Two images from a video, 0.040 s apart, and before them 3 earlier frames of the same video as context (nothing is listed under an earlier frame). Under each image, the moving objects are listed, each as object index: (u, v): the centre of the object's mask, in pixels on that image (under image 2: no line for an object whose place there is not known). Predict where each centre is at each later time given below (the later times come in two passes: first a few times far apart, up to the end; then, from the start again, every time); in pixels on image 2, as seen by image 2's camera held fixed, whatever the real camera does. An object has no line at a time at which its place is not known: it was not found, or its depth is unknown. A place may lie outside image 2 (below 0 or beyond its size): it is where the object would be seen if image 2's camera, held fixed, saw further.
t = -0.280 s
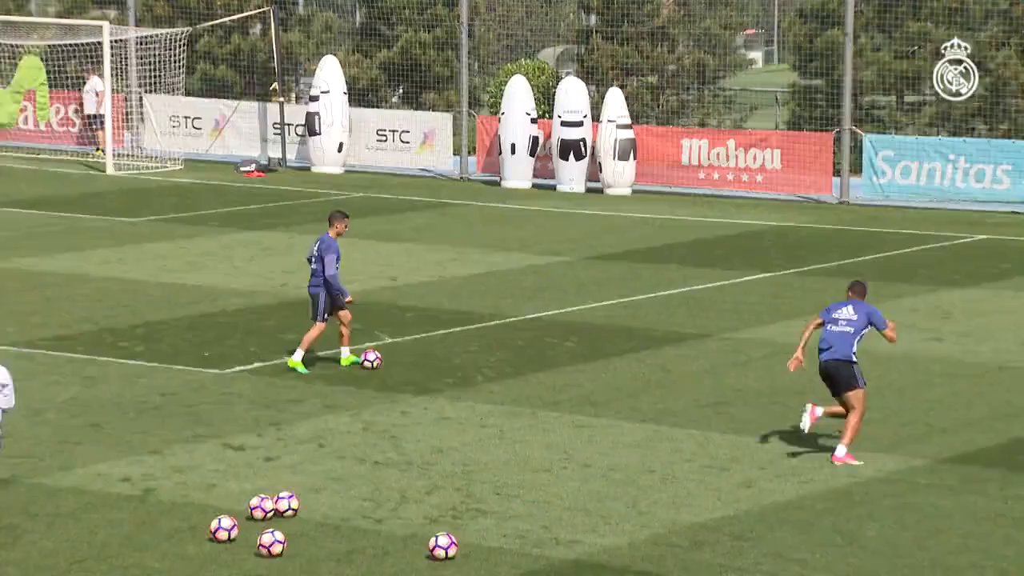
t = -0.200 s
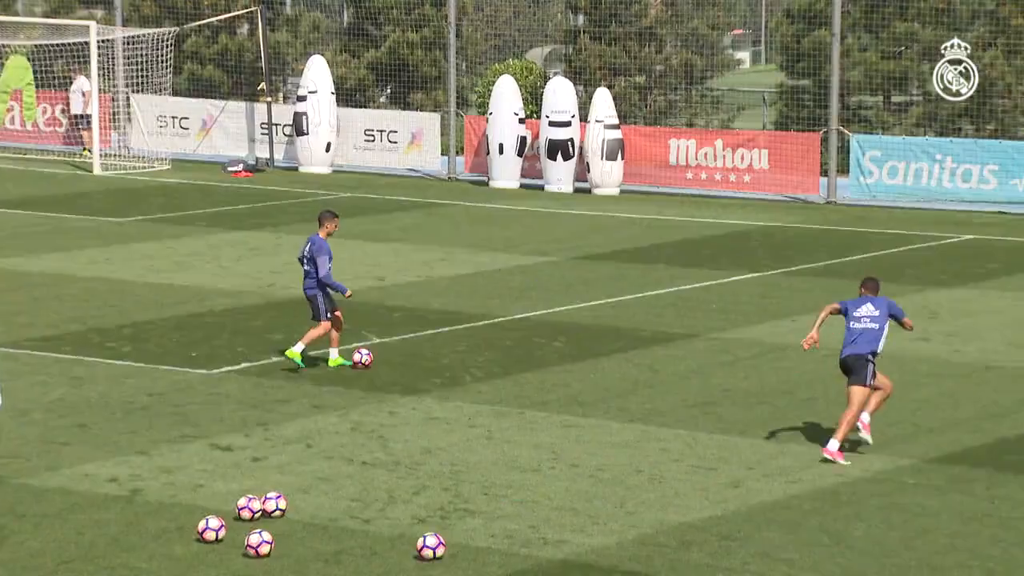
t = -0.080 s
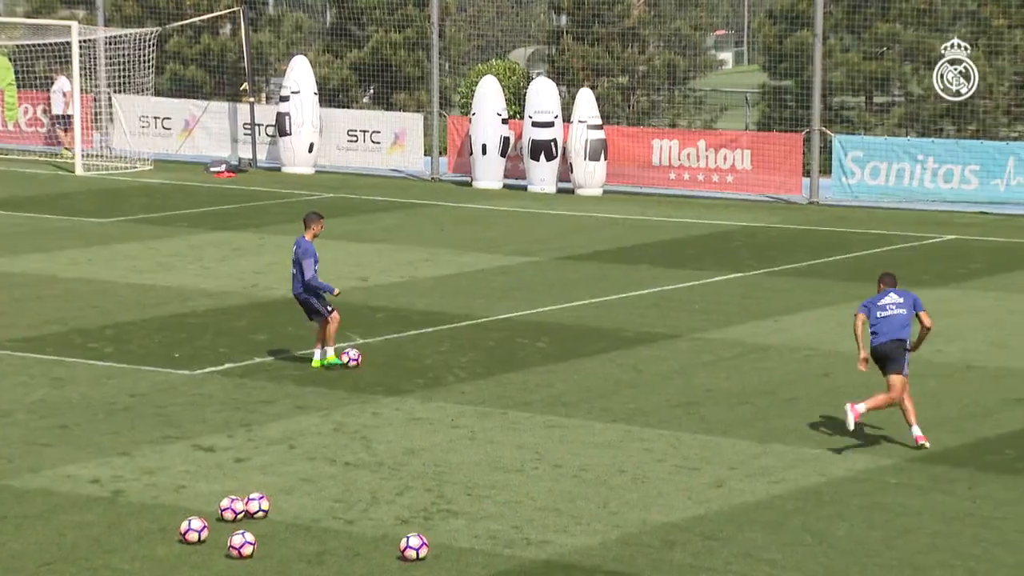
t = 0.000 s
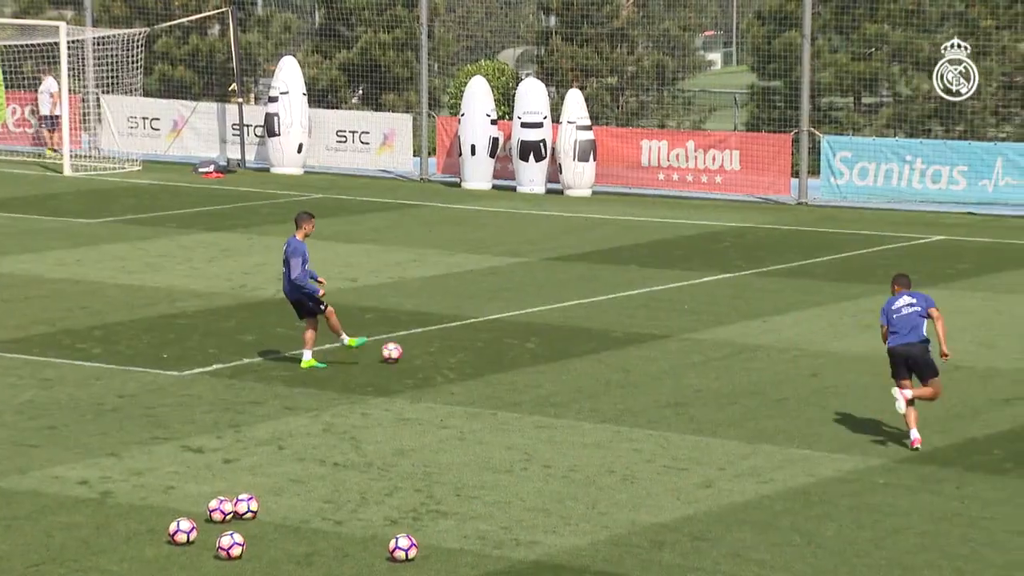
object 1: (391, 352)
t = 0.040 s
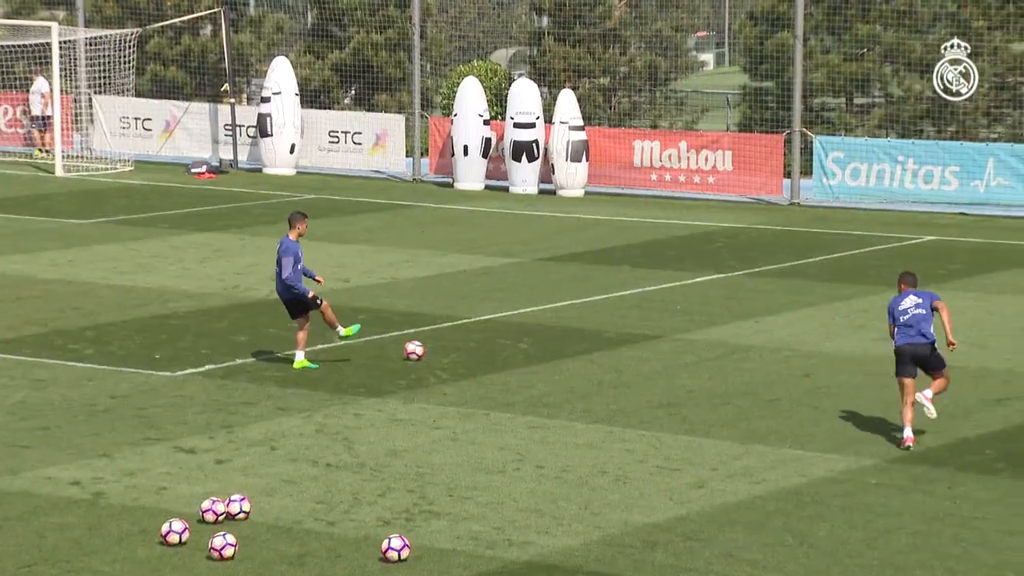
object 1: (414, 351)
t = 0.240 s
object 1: (540, 339)
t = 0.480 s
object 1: (654, 328)
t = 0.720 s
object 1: (744, 319)
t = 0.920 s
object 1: (811, 313)
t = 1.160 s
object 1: (885, 307)
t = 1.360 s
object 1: (942, 302)
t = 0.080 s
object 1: (442, 348)
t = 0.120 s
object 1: (467, 345)
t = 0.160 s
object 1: (493, 342)
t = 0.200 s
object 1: (518, 341)
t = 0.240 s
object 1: (540, 339)
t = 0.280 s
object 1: (561, 337)
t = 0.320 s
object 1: (581, 335)
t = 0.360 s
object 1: (601, 333)
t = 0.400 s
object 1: (619, 331)
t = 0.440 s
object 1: (637, 329)
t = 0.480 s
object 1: (654, 328)
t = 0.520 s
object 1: (670, 326)
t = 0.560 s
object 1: (686, 324)
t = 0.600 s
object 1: (701, 324)
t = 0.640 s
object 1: (716, 322)
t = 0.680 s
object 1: (730, 321)
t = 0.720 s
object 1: (744, 319)
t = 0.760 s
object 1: (758, 318)
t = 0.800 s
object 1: (771, 317)
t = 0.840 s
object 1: (785, 316)
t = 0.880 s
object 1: (798, 314)
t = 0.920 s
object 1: (811, 313)
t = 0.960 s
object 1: (824, 312)
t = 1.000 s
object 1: (837, 311)
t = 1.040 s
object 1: (849, 310)
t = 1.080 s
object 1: (862, 308)
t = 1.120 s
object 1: (873, 308)
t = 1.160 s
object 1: (885, 307)
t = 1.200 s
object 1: (897, 305)
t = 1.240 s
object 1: (909, 304)
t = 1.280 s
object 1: (920, 303)
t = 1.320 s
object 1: (932, 303)
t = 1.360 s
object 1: (942, 302)
